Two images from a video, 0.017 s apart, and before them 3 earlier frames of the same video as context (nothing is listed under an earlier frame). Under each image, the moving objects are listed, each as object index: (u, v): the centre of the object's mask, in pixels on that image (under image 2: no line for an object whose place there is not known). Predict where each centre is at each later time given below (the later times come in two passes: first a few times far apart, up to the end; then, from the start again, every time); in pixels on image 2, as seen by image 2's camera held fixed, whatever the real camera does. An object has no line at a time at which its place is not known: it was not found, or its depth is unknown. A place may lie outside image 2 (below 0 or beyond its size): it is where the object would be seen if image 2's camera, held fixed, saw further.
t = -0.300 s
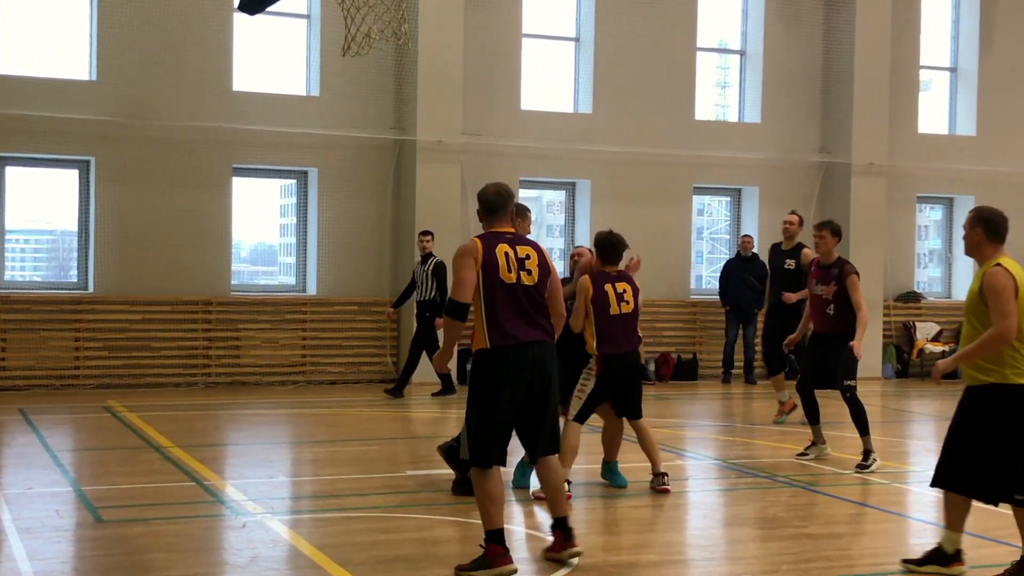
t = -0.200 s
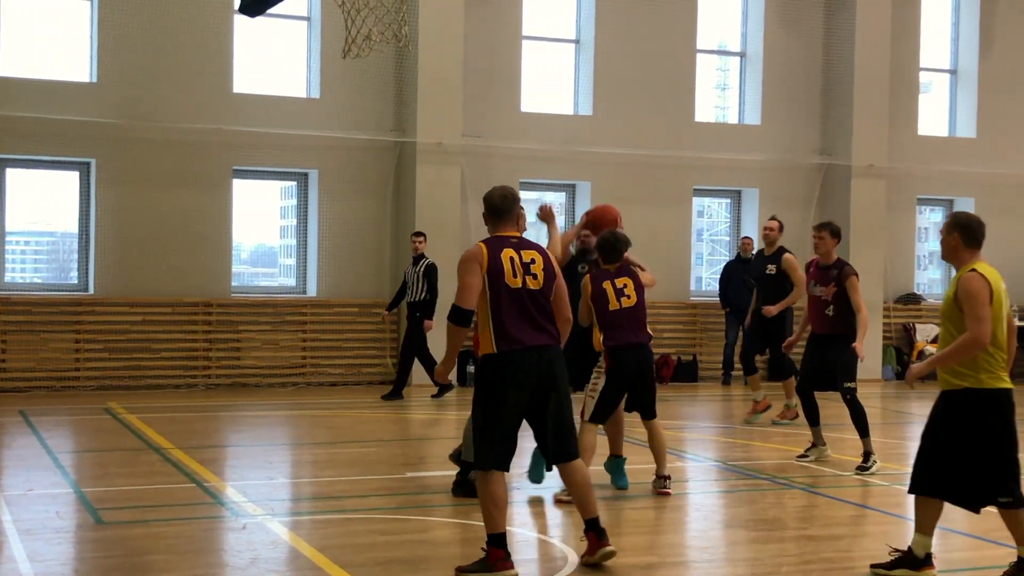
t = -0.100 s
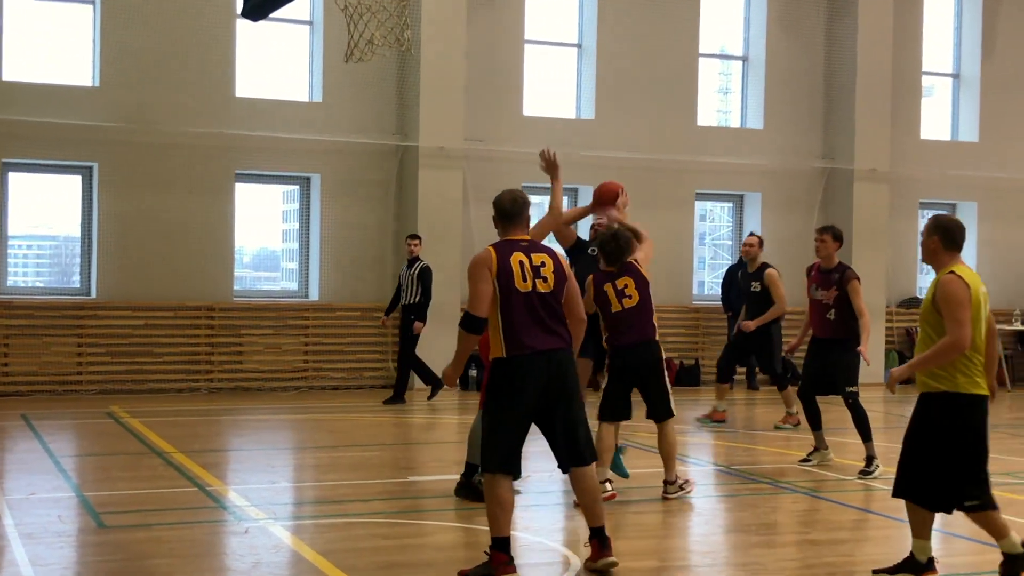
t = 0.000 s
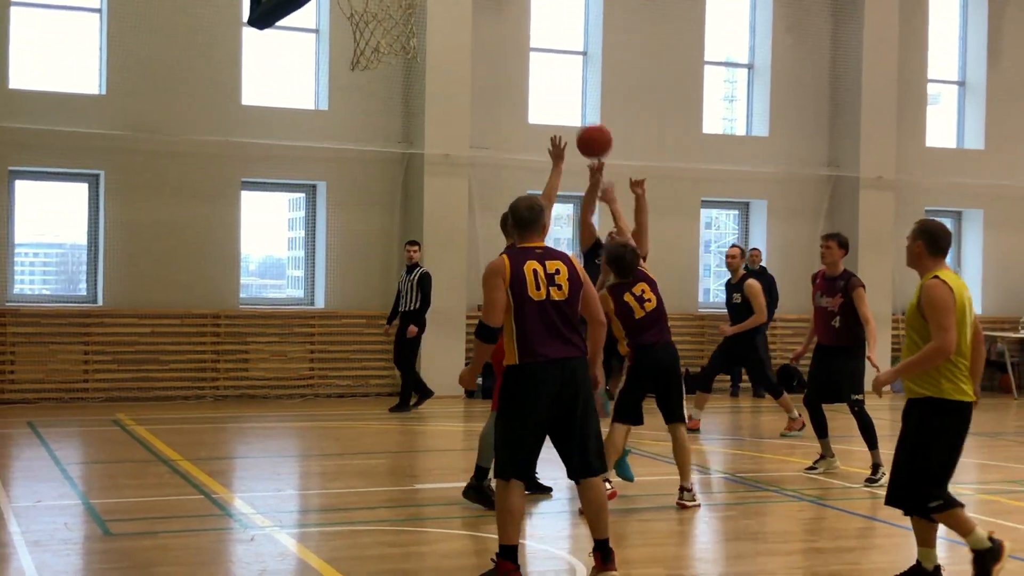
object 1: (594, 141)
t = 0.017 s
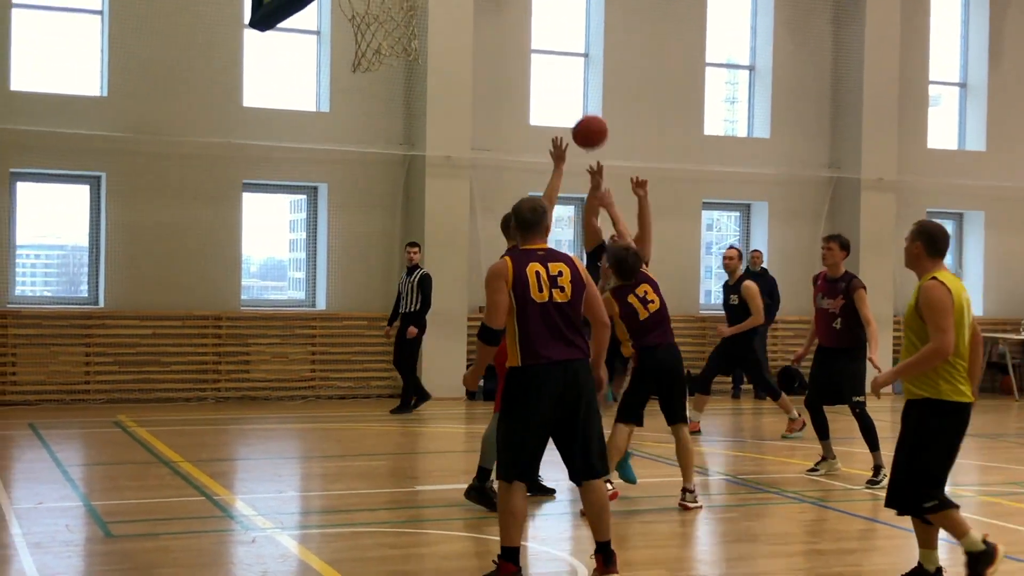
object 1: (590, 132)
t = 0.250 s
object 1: (495, 4)
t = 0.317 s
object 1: (465, -21)
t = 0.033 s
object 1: (584, 122)
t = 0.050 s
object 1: (578, 110)
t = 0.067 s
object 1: (571, 99)
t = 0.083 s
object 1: (564, 89)
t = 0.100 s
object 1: (558, 79)
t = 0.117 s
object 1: (551, 69)
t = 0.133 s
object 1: (544, 60)
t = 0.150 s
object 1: (536, 50)
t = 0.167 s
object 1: (529, 42)
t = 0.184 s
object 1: (523, 34)
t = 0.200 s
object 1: (516, 25)
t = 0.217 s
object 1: (509, 18)
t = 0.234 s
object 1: (502, 10)
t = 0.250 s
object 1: (495, 4)
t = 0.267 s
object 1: (487, -2)
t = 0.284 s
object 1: (480, -8)
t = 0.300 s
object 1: (473, -13)
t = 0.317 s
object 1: (465, -21)
